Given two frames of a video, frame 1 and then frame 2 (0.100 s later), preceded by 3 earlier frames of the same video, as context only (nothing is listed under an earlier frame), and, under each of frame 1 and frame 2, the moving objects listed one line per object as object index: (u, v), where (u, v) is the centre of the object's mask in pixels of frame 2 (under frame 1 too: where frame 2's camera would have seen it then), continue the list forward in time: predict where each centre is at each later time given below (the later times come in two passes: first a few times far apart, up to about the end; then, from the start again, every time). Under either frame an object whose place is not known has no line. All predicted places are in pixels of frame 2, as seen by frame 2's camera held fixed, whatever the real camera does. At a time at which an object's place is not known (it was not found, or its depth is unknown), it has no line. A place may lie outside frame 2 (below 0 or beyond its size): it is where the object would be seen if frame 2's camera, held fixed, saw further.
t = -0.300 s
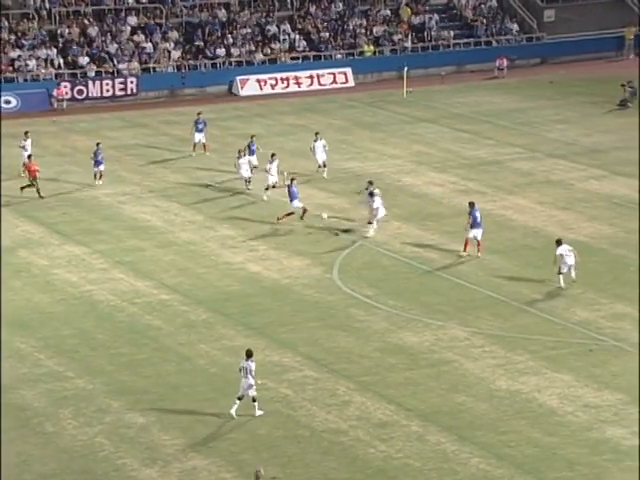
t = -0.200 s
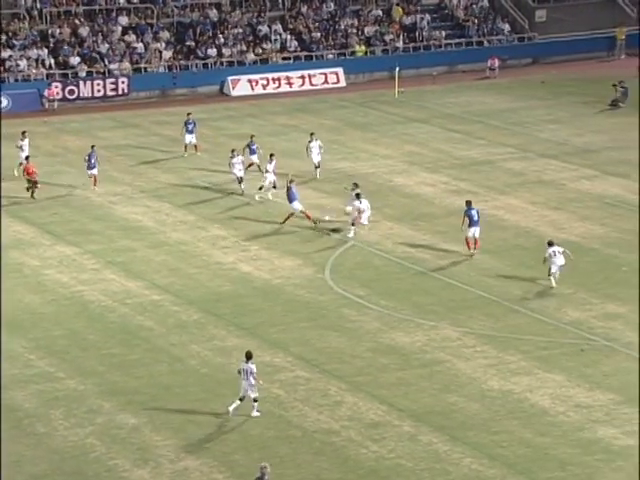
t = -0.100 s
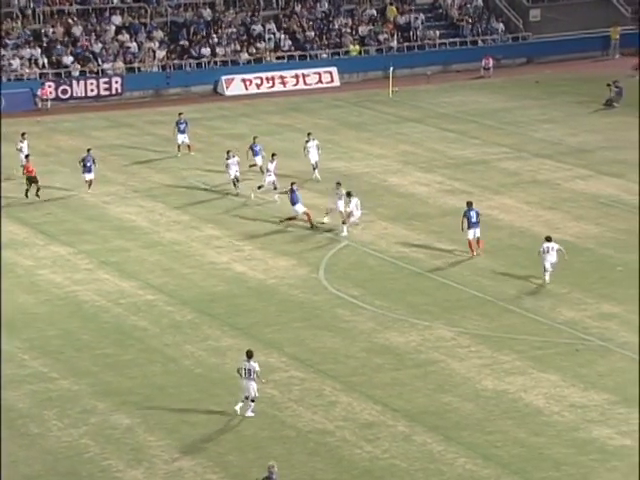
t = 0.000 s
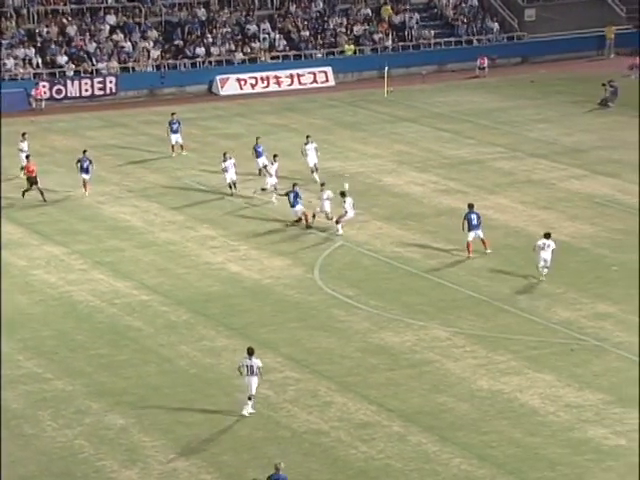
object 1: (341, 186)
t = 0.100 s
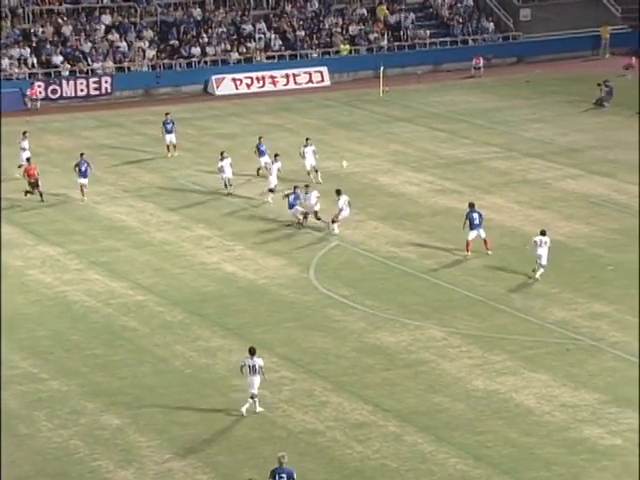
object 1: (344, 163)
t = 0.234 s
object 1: (347, 139)
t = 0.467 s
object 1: (352, 107)
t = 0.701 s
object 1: (358, 92)
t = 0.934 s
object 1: (364, 92)
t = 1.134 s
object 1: (368, 106)
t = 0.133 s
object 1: (345, 156)
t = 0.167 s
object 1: (345, 150)
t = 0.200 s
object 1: (346, 144)
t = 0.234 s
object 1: (347, 139)
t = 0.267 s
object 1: (348, 133)
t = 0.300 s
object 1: (349, 128)
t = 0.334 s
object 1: (350, 123)
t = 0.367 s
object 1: (350, 119)
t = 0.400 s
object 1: (351, 114)
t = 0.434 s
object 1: (352, 110)
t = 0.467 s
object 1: (352, 107)
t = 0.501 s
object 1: (354, 104)
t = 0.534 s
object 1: (354, 101)
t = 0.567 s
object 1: (355, 98)
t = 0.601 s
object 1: (356, 96)
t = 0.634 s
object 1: (357, 94)
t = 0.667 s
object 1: (357, 93)
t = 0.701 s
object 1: (358, 92)
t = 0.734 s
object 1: (359, 91)
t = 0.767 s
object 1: (360, 90)
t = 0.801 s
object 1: (361, 91)
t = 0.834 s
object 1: (362, 91)
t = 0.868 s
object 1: (362, 91)
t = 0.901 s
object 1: (363, 91)
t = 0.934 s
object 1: (364, 92)
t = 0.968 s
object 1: (365, 94)
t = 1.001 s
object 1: (365, 96)
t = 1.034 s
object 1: (366, 98)
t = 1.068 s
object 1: (367, 101)
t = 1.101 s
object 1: (368, 103)
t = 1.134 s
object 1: (368, 106)
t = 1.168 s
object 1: (369, 109)
